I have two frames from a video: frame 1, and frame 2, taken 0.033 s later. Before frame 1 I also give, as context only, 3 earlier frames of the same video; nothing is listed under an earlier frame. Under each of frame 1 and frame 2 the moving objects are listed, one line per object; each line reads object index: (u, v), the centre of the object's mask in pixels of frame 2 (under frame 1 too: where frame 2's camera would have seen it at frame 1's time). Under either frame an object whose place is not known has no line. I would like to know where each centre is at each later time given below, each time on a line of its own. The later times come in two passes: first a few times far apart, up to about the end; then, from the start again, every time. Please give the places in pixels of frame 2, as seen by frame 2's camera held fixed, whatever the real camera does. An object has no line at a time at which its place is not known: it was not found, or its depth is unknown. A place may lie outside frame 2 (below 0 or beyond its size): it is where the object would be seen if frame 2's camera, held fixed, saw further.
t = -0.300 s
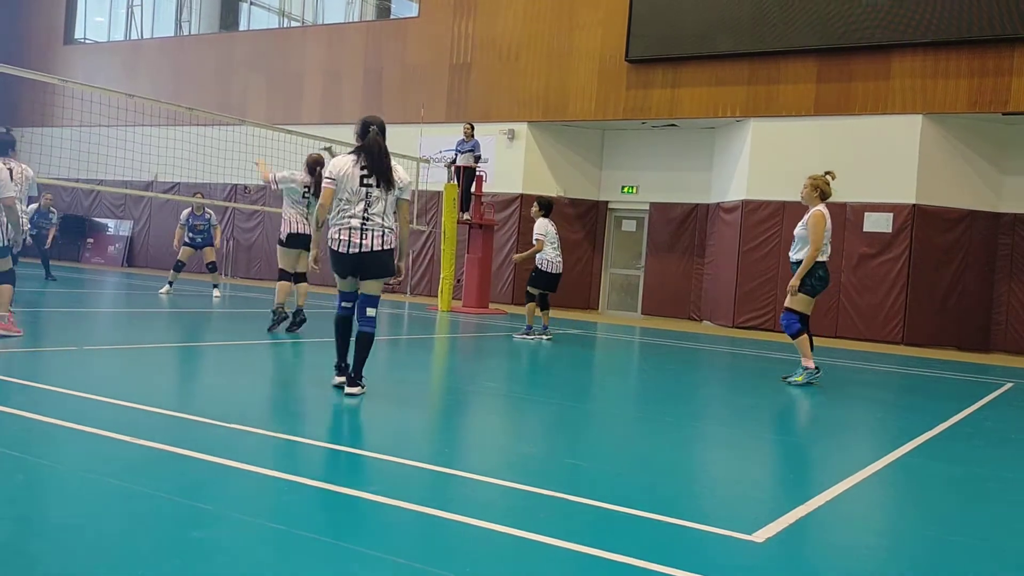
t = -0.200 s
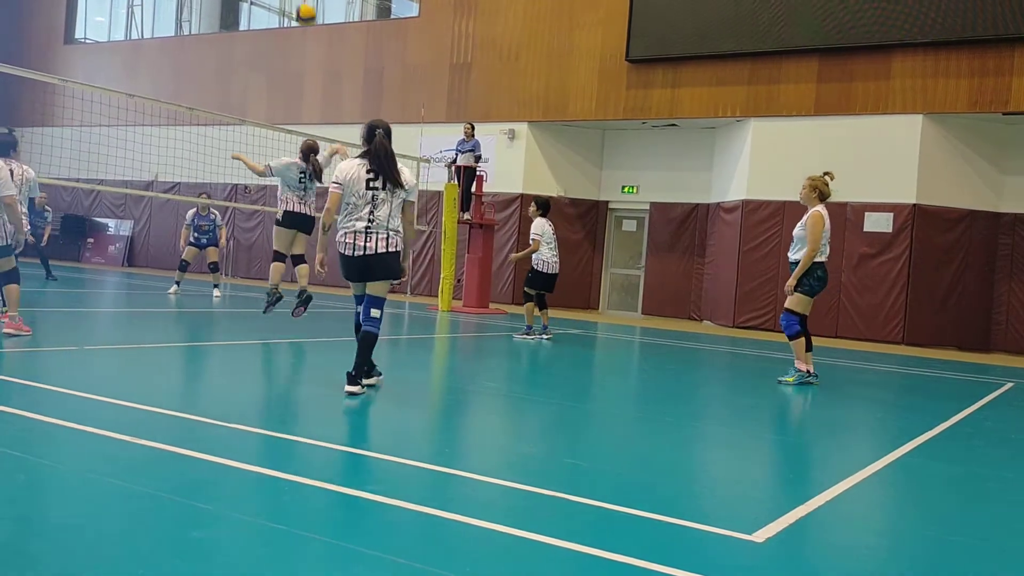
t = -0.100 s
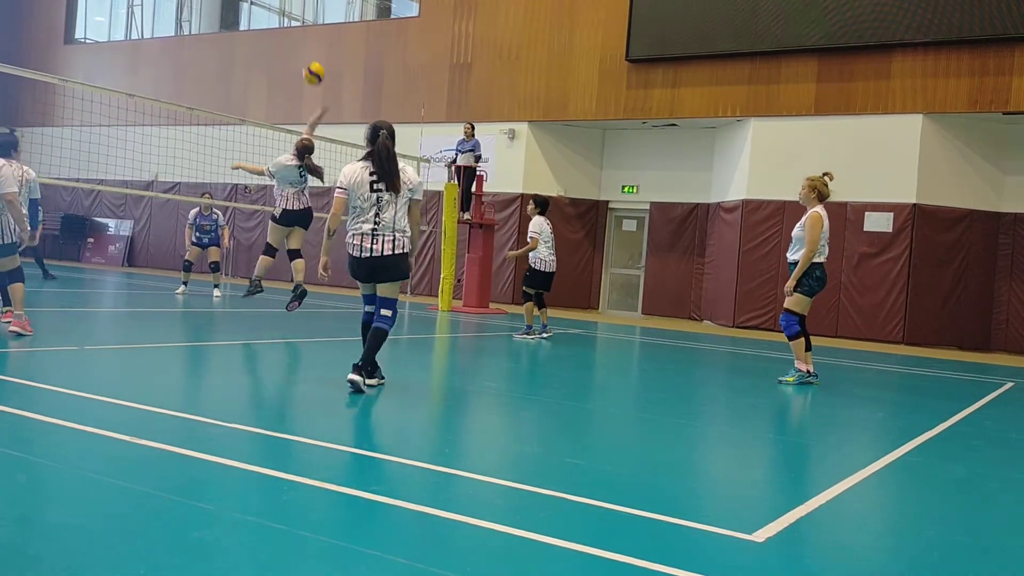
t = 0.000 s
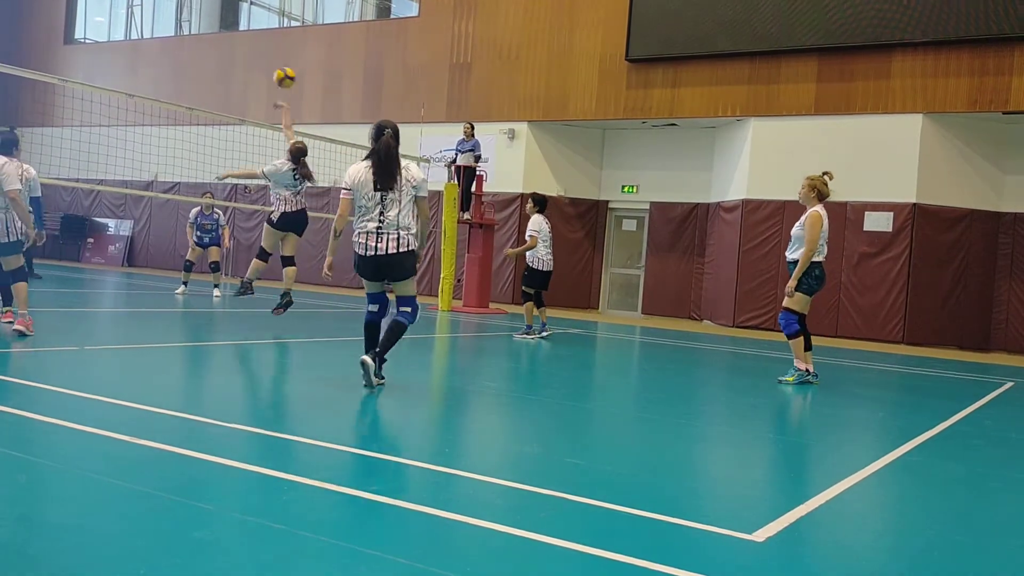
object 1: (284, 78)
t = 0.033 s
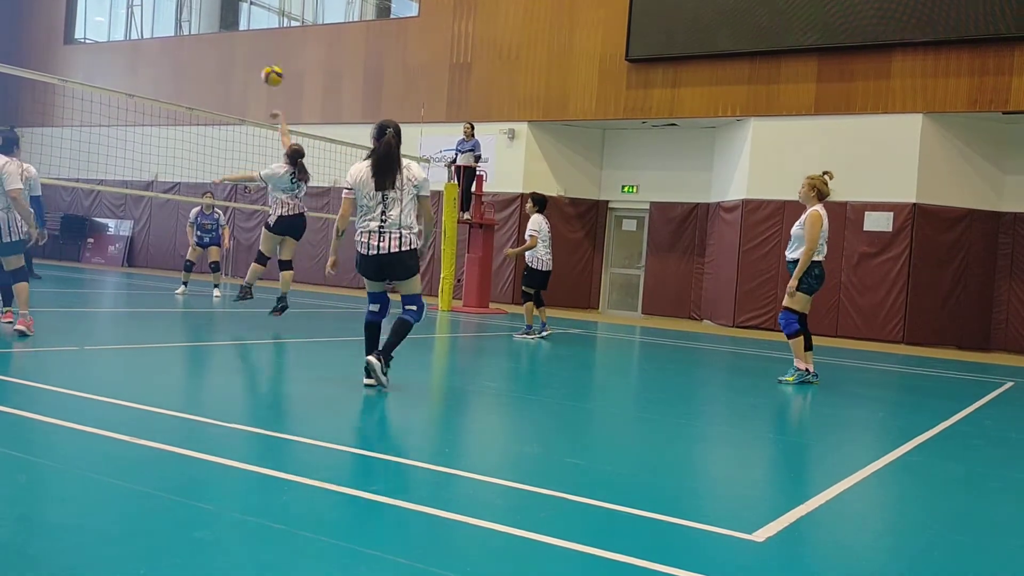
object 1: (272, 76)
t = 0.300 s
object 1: (191, 97)
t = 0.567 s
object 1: (129, 169)
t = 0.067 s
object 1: (261, 75)
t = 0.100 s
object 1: (249, 75)
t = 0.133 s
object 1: (238, 76)
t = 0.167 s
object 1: (228, 79)
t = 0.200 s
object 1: (219, 82)
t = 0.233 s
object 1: (209, 86)
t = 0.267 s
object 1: (199, 92)
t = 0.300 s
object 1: (191, 97)
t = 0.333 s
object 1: (183, 101)
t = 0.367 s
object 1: (174, 114)
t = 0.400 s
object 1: (167, 119)
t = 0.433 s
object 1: (159, 128)
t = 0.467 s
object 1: (151, 137)
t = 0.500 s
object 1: (144, 147)
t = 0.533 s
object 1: (137, 158)
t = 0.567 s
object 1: (129, 169)
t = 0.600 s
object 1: (122, 180)
